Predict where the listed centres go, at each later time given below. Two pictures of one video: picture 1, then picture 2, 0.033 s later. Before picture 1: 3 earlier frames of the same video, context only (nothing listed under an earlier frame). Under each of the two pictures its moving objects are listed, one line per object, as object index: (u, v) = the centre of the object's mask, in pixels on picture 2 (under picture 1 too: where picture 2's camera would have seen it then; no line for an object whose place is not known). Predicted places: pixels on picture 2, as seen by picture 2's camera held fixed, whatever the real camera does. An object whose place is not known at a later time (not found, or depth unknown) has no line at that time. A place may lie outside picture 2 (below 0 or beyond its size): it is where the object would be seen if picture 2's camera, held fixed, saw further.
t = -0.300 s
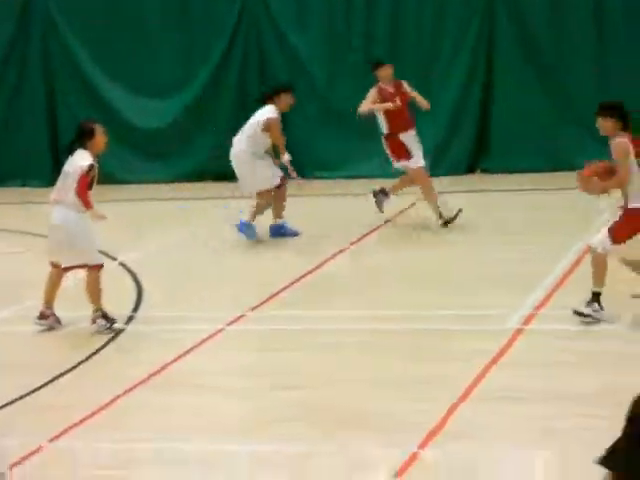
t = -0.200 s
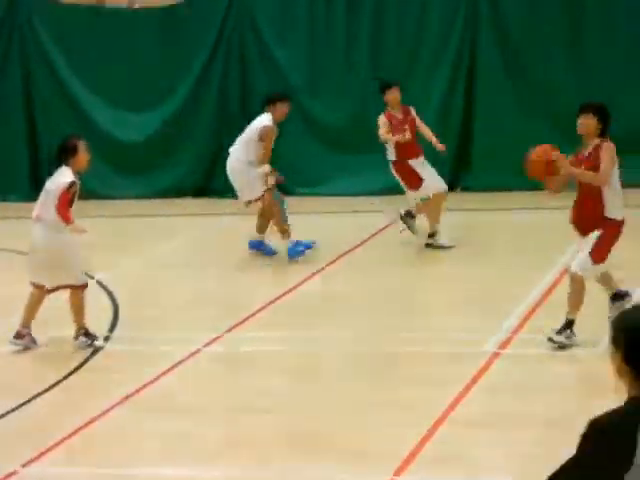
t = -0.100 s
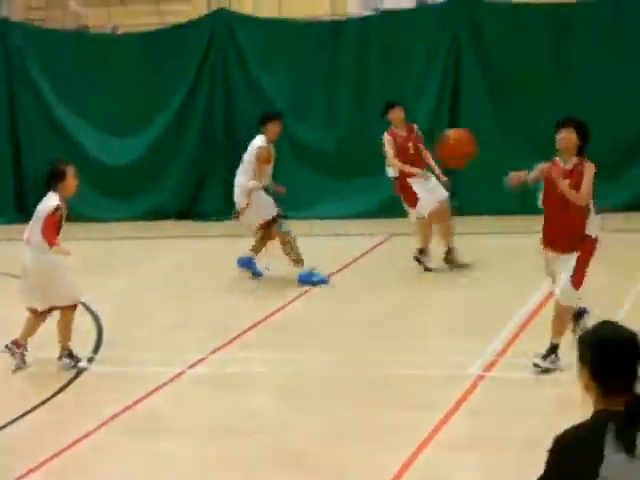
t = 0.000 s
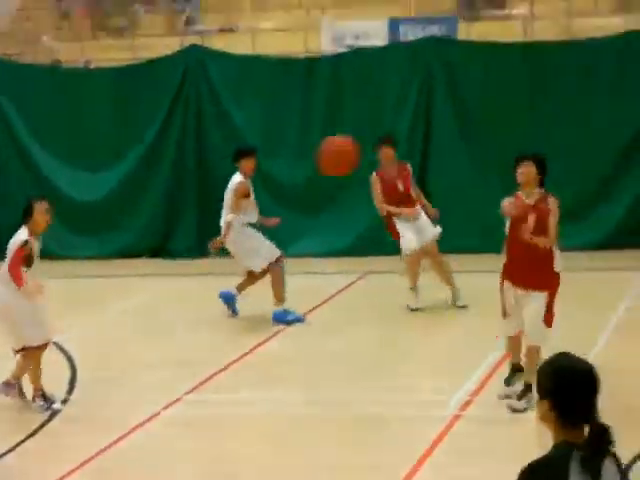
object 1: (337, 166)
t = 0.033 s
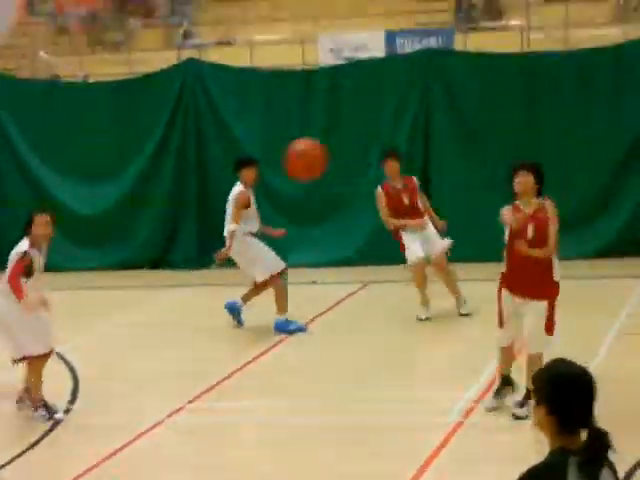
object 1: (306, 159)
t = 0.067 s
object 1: (273, 153)
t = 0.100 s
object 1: (234, 149)
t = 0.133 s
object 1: (198, 147)
